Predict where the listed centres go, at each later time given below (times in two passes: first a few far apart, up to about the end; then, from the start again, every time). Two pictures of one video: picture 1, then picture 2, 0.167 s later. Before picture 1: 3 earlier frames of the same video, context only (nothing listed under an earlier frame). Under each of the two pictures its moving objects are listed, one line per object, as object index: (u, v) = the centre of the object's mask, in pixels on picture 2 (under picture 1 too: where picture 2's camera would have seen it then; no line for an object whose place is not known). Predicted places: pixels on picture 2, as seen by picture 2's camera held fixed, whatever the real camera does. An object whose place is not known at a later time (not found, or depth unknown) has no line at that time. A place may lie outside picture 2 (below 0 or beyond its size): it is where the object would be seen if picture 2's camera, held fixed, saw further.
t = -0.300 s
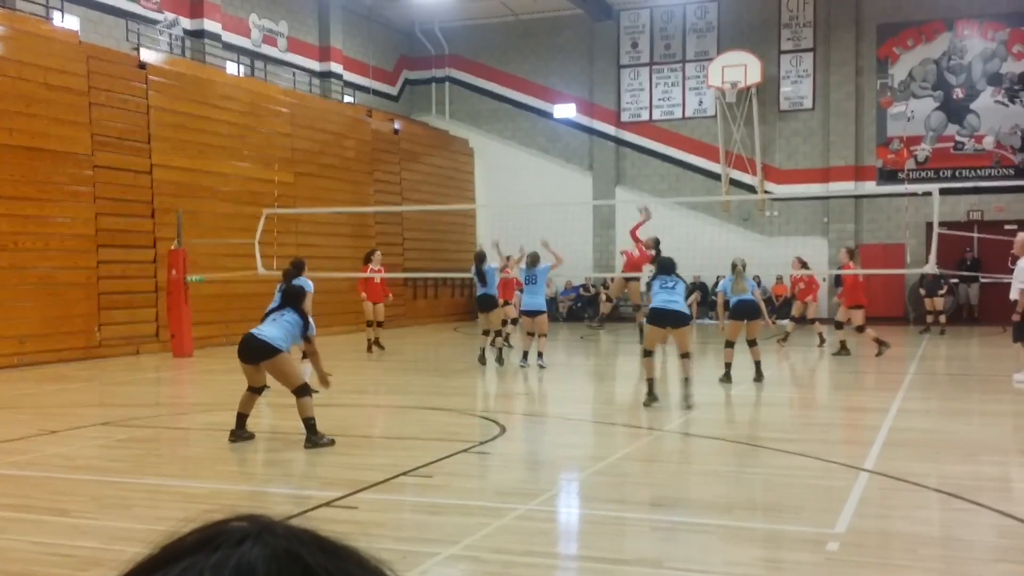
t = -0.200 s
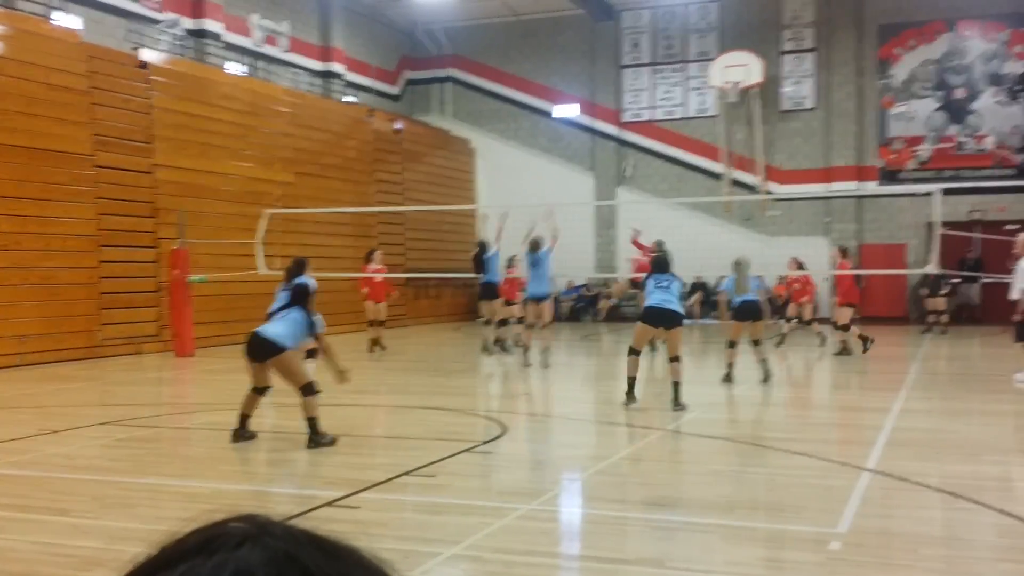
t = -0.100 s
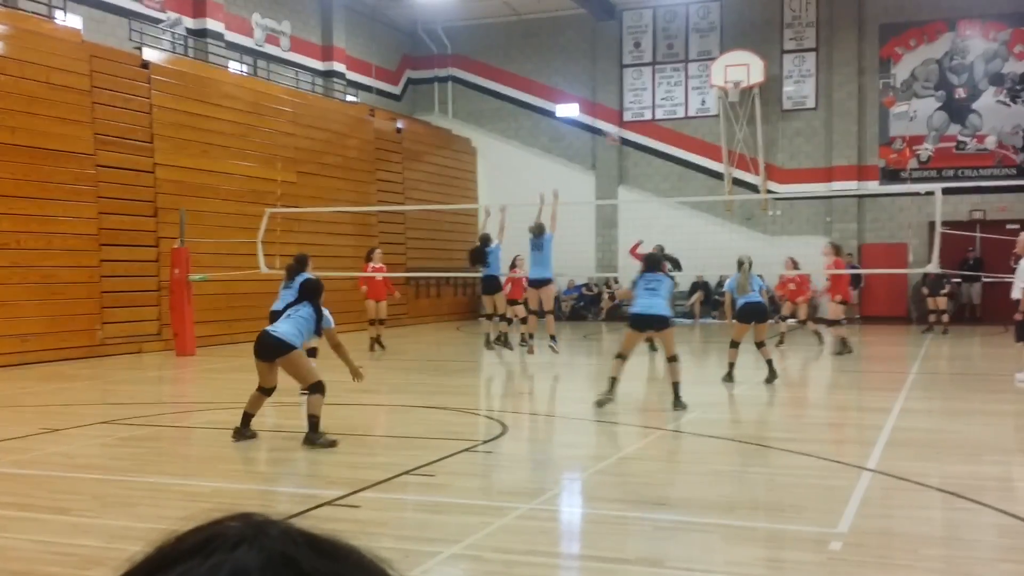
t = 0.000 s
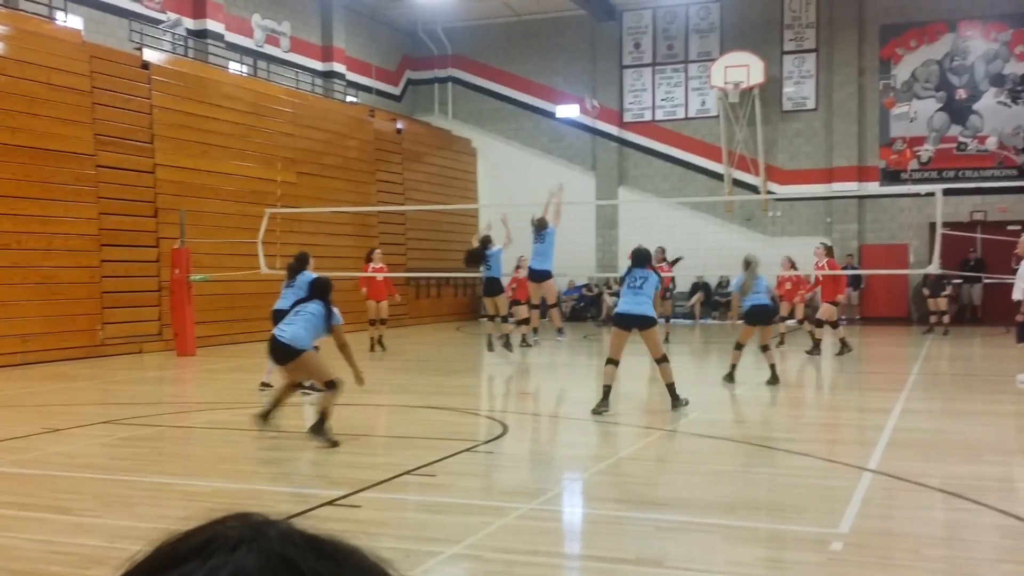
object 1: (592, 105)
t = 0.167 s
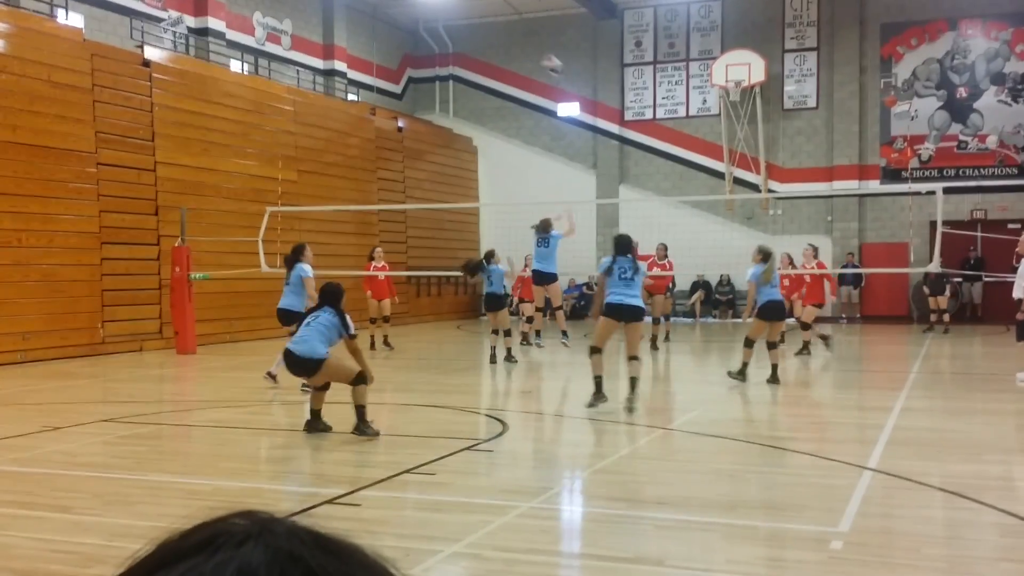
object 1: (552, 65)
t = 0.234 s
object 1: (535, 55)
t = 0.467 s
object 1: (458, 46)
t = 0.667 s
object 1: (372, 84)
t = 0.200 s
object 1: (543, 59)
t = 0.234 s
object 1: (535, 55)
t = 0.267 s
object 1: (525, 50)
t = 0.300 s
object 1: (514, 47)
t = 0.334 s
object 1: (505, 46)
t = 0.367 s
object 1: (494, 44)
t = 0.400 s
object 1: (483, 44)
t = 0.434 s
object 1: (470, 43)
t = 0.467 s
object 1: (458, 46)
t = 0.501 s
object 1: (445, 48)
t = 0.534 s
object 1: (432, 53)
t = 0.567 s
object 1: (418, 57)
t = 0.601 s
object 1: (404, 65)
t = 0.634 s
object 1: (391, 71)
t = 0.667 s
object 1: (372, 84)
